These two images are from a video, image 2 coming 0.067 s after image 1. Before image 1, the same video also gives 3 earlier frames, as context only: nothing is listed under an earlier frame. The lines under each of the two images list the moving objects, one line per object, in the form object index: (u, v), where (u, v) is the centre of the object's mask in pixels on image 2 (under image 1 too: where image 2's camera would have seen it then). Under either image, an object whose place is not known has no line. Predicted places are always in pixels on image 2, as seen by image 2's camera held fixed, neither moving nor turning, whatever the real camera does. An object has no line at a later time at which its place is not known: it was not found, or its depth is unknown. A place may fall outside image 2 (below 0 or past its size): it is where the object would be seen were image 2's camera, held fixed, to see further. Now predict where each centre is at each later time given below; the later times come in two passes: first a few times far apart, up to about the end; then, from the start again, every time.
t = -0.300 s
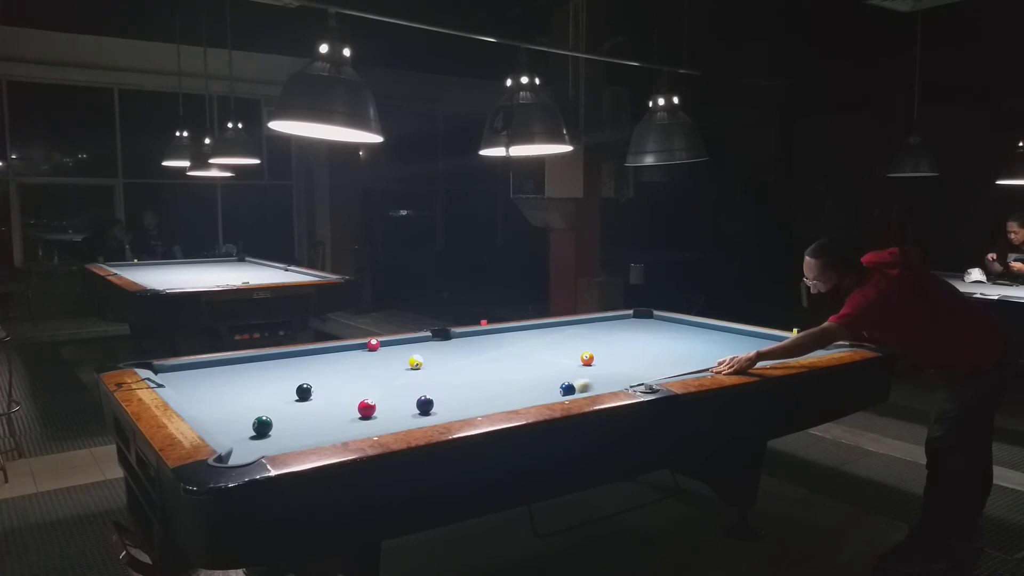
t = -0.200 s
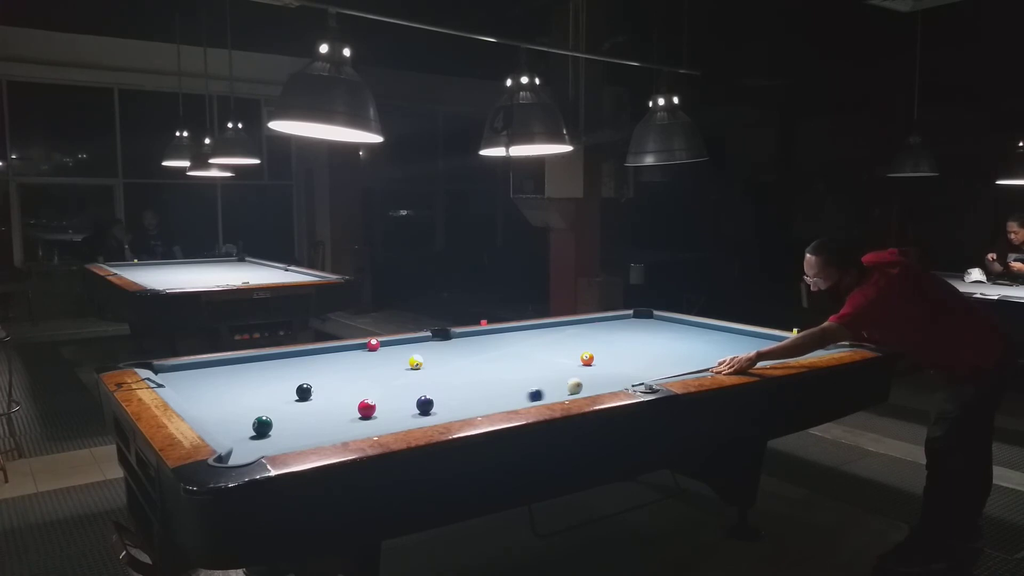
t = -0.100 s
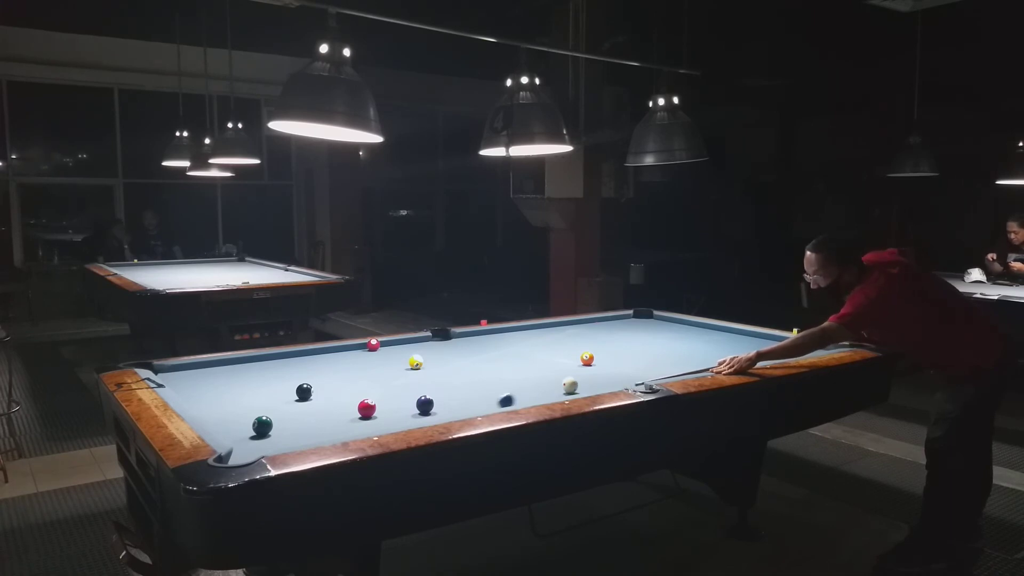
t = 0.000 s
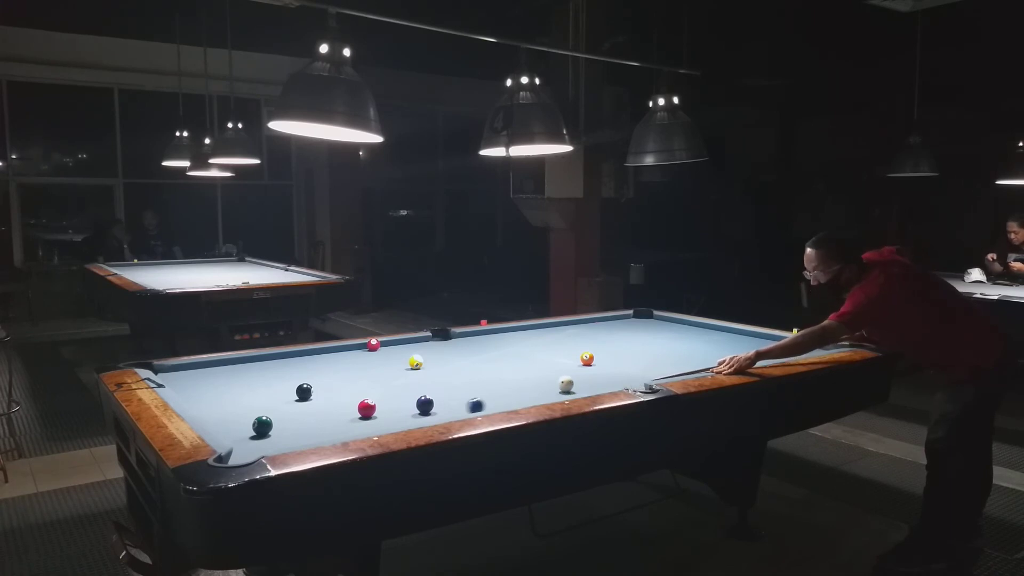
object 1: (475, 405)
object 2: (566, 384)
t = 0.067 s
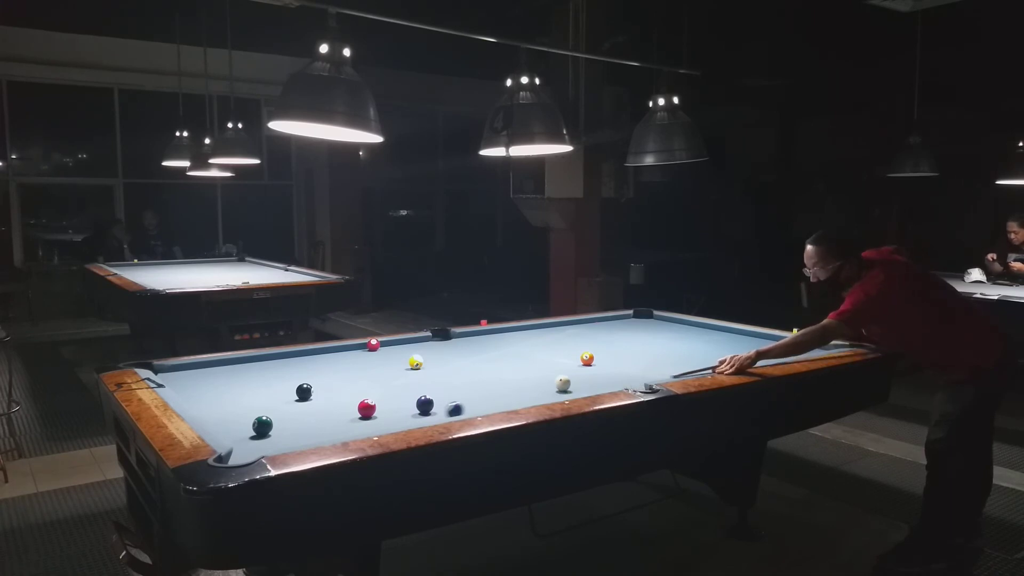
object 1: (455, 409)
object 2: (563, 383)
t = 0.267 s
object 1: (387, 422)
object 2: (555, 381)
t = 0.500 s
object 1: (299, 438)
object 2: (547, 379)
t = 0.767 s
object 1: (272, 446)
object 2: (538, 376)
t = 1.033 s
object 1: (291, 439)
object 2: (531, 375)
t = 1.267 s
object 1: (302, 434)
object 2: (526, 373)
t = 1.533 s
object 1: (313, 428)
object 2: (521, 372)
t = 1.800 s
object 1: (323, 421)
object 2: (517, 371)
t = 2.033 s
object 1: (330, 417)
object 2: (515, 370)
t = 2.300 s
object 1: (336, 412)
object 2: (512, 370)
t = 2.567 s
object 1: (342, 408)
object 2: (512, 369)
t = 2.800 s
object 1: (346, 405)
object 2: (512, 369)
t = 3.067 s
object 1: (349, 403)
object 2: (512, 369)
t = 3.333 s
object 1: (351, 401)
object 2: (512, 369)
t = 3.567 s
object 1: (352, 400)
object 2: (512, 369)
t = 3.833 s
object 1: (353, 399)
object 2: (512, 369)
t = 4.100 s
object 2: (512, 369)
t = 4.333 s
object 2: (512, 369)
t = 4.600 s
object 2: (512, 369)
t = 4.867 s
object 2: (512, 369)
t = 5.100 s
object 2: (512, 369)
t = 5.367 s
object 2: (512, 369)
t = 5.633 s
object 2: (512, 369)
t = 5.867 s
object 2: (512, 369)
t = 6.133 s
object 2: (512, 369)
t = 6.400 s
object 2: (512, 369)
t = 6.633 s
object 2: (512, 369)
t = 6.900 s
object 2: (512, 369)
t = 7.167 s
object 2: (512, 369)
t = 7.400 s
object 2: (512, 369)
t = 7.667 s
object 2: (512, 369)
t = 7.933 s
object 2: (512, 369)
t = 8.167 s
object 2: (512, 369)
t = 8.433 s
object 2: (512, 369)
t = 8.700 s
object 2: (512, 369)
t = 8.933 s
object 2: (512, 369)
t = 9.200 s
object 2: (512, 369)
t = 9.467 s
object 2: (512, 369)
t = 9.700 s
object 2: (512, 369)
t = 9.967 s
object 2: (512, 369)
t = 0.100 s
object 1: (443, 411)
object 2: (561, 383)
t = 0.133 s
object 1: (432, 413)
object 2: (560, 382)
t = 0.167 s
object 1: (422, 415)
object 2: (559, 382)
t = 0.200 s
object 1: (410, 418)
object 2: (557, 382)
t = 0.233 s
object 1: (399, 419)
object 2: (556, 381)
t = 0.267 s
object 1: (387, 422)
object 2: (555, 381)
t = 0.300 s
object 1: (375, 424)
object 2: (554, 381)
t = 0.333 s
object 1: (363, 426)
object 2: (552, 380)
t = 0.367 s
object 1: (350, 429)
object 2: (551, 380)
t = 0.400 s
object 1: (338, 431)
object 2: (550, 380)
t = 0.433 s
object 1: (325, 433)
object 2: (549, 379)
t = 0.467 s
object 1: (312, 435)
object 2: (548, 379)
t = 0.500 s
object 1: (299, 438)
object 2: (547, 379)
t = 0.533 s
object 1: (286, 441)
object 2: (545, 378)
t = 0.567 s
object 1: (272, 443)
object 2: (544, 378)
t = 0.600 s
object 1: (258, 446)
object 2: (543, 378)
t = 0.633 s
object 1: (245, 450)
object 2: (542, 377)
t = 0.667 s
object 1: (252, 449)
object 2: (541, 377)
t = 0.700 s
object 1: (260, 448)
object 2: (540, 377)
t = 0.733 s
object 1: (266, 448)
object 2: (539, 376)
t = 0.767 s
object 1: (272, 446)
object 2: (538, 376)
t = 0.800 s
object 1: (277, 445)
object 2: (537, 376)
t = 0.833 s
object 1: (279, 445)
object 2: (536, 376)
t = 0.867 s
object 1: (281, 444)
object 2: (535, 376)
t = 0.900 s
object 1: (283, 443)
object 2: (534, 375)
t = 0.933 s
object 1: (285, 442)
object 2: (534, 375)
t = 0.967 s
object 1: (287, 441)
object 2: (533, 375)
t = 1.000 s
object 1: (289, 440)
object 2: (532, 375)
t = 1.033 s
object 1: (291, 439)
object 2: (531, 375)
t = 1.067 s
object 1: (292, 439)
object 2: (530, 374)
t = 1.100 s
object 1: (294, 438)
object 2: (530, 374)
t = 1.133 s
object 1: (296, 437)
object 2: (529, 374)
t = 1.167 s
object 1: (297, 436)
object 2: (528, 373)
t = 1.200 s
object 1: (299, 436)
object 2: (527, 373)
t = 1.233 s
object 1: (301, 435)
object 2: (526, 373)
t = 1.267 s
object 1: (302, 434)
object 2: (526, 373)
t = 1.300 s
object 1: (304, 433)
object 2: (525, 373)
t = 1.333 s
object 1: (305, 433)
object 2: (524, 373)
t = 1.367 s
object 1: (307, 432)
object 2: (524, 373)
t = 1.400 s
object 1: (308, 431)
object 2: (523, 372)
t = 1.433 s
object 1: (309, 430)
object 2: (523, 372)
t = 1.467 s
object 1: (311, 429)
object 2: (522, 372)
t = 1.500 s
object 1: (312, 428)
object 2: (522, 372)
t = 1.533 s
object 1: (313, 428)
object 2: (521, 372)
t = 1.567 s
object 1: (315, 427)
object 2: (520, 372)
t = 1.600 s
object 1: (316, 426)
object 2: (520, 371)
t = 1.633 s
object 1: (317, 425)
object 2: (519, 371)
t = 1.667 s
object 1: (318, 424)
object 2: (519, 371)
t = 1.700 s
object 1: (319, 423)
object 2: (519, 371)
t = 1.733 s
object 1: (321, 423)
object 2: (518, 371)
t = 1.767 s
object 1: (322, 422)
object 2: (518, 371)
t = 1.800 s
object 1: (323, 421)
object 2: (517, 371)
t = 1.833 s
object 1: (324, 420)
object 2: (517, 371)
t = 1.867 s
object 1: (325, 420)
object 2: (516, 370)
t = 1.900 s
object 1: (326, 419)
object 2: (516, 370)
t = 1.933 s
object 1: (327, 419)
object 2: (516, 370)
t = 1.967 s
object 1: (328, 418)
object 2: (516, 370)
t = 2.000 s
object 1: (329, 417)
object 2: (515, 370)
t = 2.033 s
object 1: (330, 417)
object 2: (515, 370)
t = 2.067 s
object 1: (330, 416)
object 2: (514, 370)
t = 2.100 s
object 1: (331, 415)
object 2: (514, 370)
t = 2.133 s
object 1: (332, 415)
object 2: (514, 370)
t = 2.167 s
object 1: (333, 414)
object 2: (513, 370)
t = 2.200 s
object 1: (334, 414)
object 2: (513, 370)
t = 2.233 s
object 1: (335, 413)
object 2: (513, 370)
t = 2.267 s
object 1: (336, 412)
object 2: (513, 370)
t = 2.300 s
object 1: (336, 412)
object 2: (512, 370)
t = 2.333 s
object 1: (337, 412)
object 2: (512, 370)
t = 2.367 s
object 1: (338, 411)
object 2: (512, 369)
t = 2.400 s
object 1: (339, 410)
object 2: (512, 369)
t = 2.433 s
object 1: (339, 410)
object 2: (512, 369)
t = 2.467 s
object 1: (340, 409)
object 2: (512, 369)
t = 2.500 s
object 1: (341, 409)
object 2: (512, 369)
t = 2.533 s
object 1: (341, 409)
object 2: (512, 369)
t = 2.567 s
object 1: (342, 408)
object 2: (512, 369)
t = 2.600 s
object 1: (342, 408)
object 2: (512, 369)
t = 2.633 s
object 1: (343, 407)
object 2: (512, 369)
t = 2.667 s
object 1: (343, 407)
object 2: (512, 369)
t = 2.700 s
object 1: (344, 407)
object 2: (512, 369)
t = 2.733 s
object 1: (345, 406)
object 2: (512, 369)
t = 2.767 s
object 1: (345, 406)
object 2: (512, 369)
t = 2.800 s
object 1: (346, 405)
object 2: (512, 369)
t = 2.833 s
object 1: (346, 405)
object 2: (512, 369)
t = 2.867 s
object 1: (347, 405)
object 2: (512, 369)
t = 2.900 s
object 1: (347, 404)
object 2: (512, 369)
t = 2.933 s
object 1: (348, 404)
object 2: (512, 369)
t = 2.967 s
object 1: (348, 404)
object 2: (512, 369)
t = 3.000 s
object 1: (348, 404)
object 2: (512, 369)
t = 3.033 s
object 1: (349, 403)
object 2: (512, 369)
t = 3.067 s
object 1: (349, 403)
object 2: (512, 369)
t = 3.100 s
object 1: (349, 403)
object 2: (512, 369)
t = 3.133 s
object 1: (350, 402)
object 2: (512, 369)
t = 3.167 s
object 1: (350, 402)
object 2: (512, 369)
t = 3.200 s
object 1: (350, 402)
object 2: (512, 369)
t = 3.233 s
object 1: (350, 402)
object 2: (512, 369)
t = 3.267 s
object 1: (351, 401)
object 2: (512, 369)
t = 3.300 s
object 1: (351, 402)
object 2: (512, 369)
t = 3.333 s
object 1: (351, 401)
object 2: (512, 369)
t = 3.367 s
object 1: (351, 401)
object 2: (512, 369)
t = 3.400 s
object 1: (351, 401)
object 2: (512, 369)
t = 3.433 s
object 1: (351, 401)
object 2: (512, 369)
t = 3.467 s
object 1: (352, 400)
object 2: (512, 369)
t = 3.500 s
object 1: (352, 400)
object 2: (512, 369)
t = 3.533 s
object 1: (352, 400)
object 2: (512, 369)
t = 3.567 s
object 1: (352, 400)
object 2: (512, 369)
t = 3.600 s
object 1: (352, 400)
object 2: (512, 369)
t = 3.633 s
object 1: (352, 400)
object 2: (512, 369)
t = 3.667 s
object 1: (352, 399)
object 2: (512, 369)
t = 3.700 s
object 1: (353, 399)
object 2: (512, 369)
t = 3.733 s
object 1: (353, 399)
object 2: (512, 369)
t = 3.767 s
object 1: (353, 399)
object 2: (512, 369)
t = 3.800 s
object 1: (353, 399)
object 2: (512, 369)
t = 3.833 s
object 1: (353, 399)
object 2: (512, 369)
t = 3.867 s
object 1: (353, 399)
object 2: (512, 369)
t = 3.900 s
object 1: (353, 399)
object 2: (512, 369)
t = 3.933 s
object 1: (353, 399)
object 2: (512, 369)
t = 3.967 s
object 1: (353, 399)
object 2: (512, 369)
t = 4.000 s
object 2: (512, 369)
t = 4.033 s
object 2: (512, 369)
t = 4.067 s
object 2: (512, 369)
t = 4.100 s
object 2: (512, 369)
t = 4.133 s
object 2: (512, 369)
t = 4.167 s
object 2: (512, 369)
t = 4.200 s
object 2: (512, 369)
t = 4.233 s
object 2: (512, 369)
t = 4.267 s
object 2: (512, 369)
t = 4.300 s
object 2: (512, 369)
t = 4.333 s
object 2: (512, 369)
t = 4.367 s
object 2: (512, 369)
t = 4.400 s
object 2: (512, 369)
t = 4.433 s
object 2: (512, 369)
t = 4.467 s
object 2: (512, 369)
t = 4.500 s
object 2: (512, 369)
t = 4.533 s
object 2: (512, 369)
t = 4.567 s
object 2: (512, 369)
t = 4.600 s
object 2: (512, 369)
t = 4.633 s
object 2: (512, 369)
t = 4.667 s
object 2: (512, 369)
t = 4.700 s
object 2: (512, 369)
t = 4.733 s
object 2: (512, 369)
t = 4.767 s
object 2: (512, 369)
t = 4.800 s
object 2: (512, 369)
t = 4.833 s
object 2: (512, 369)
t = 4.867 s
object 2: (512, 369)
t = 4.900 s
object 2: (512, 369)
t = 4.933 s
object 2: (512, 369)
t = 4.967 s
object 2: (512, 369)
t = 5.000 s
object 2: (512, 369)
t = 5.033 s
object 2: (512, 369)
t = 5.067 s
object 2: (512, 369)
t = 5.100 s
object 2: (512, 369)
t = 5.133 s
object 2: (512, 369)
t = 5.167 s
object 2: (512, 369)
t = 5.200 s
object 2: (512, 369)
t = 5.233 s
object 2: (512, 369)
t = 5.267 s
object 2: (512, 369)
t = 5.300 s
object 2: (512, 369)
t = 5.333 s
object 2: (512, 369)
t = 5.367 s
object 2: (512, 369)
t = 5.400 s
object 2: (512, 369)
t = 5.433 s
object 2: (512, 369)
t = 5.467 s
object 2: (512, 369)
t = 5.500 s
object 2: (512, 369)
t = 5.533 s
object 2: (512, 369)
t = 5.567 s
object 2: (512, 369)
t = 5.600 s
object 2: (512, 369)
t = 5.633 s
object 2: (512, 369)
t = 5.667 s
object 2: (512, 369)
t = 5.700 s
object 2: (512, 369)
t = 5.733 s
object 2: (512, 369)
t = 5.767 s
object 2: (512, 369)
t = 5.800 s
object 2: (512, 369)
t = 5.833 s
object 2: (512, 369)
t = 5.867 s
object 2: (512, 369)
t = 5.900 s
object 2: (512, 369)
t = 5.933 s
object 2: (512, 369)
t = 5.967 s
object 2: (512, 369)
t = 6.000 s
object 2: (512, 369)
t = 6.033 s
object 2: (512, 369)
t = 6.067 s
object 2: (512, 369)
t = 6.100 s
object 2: (512, 369)
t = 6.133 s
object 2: (512, 369)
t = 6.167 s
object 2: (512, 369)
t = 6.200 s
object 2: (512, 369)
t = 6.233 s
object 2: (512, 369)
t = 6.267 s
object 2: (512, 369)
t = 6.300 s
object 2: (512, 369)
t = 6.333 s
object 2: (512, 369)
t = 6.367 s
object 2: (512, 369)
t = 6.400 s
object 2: (512, 369)
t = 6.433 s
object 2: (512, 369)
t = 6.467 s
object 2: (512, 369)
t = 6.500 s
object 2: (512, 369)
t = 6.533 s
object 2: (512, 369)
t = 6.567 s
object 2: (512, 369)
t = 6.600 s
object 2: (512, 369)
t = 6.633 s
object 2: (512, 369)
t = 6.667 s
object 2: (512, 369)
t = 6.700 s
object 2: (512, 369)
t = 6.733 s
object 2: (512, 369)
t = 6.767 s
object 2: (512, 369)
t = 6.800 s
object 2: (512, 369)
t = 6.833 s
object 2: (512, 369)
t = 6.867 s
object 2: (512, 369)
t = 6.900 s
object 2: (512, 369)
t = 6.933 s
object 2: (512, 369)
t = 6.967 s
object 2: (512, 369)
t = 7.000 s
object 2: (512, 369)
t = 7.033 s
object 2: (512, 369)
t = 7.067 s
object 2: (512, 369)
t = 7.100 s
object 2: (512, 369)
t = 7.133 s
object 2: (512, 369)
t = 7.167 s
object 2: (512, 369)
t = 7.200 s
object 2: (512, 369)
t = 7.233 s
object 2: (512, 369)
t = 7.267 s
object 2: (512, 369)
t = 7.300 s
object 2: (512, 369)
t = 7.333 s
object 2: (512, 369)
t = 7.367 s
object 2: (512, 369)
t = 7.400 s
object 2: (512, 369)
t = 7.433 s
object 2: (512, 369)
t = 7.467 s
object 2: (512, 369)
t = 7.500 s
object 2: (512, 369)
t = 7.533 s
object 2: (512, 369)
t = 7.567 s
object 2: (512, 369)
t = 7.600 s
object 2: (512, 369)
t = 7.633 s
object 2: (512, 369)
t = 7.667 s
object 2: (512, 369)
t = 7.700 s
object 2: (512, 369)
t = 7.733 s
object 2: (512, 369)
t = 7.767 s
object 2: (512, 369)
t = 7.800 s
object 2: (512, 369)
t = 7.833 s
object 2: (512, 369)
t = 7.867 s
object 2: (512, 369)
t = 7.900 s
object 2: (512, 369)
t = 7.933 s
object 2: (512, 369)
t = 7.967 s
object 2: (512, 369)
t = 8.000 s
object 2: (512, 369)
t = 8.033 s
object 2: (512, 369)
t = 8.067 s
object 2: (512, 369)
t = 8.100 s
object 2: (512, 369)
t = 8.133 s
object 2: (512, 369)
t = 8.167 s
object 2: (512, 369)
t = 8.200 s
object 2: (512, 369)
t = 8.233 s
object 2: (512, 369)
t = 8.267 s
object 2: (512, 369)
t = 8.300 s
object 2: (512, 369)
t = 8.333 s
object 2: (512, 369)
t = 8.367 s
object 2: (512, 369)
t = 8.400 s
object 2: (512, 369)
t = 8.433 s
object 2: (512, 369)
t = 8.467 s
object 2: (512, 369)
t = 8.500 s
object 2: (512, 369)
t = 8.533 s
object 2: (512, 369)
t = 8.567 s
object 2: (512, 369)
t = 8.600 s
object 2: (512, 369)
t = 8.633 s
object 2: (512, 369)
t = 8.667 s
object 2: (512, 369)
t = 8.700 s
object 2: (512, 369)
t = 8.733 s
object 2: (512, 369)
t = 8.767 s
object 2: (512, 369)
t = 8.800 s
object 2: (512, 369)
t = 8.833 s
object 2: (512, 369)
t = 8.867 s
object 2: (512, 369)
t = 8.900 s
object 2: (512, 369)
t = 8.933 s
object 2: (512, 369)
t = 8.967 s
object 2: (512, 369)
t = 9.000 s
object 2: (512, 369)
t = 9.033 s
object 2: (512, 369)
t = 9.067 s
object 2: (512, 369)
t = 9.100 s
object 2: (512, 369)
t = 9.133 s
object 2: (512, 369)
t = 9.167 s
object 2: (512, 369)
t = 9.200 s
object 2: (512, 369)
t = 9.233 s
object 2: (512, 369)
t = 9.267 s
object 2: (512, 369)
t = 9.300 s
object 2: (512, 369)
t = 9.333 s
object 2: (512, 369)
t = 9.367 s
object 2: (512, 369)
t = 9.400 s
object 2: (512, 369)
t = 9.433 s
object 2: (512, 369)
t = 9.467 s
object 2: (512, 369)
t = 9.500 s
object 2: (512, 369)
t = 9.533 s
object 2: (512, 369)
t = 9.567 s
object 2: (512, 369)
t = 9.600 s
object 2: (512, 369)
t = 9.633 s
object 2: (512, 369)
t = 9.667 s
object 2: (512, 369)
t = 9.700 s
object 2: (512, 369)
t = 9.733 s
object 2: (512, 369)
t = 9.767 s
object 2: (512, 369)
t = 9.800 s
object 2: (512, 369)
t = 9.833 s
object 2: (512, 369)
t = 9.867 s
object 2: (512, 369)
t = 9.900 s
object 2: (512, 369)
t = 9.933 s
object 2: (512, 369)
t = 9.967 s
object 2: (512, 369)
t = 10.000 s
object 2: (512, 369)
